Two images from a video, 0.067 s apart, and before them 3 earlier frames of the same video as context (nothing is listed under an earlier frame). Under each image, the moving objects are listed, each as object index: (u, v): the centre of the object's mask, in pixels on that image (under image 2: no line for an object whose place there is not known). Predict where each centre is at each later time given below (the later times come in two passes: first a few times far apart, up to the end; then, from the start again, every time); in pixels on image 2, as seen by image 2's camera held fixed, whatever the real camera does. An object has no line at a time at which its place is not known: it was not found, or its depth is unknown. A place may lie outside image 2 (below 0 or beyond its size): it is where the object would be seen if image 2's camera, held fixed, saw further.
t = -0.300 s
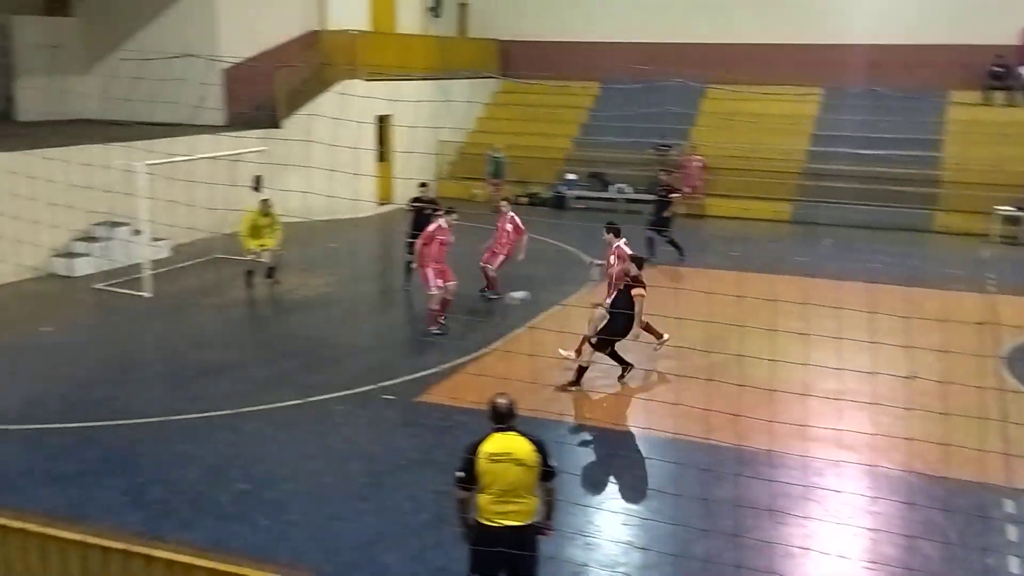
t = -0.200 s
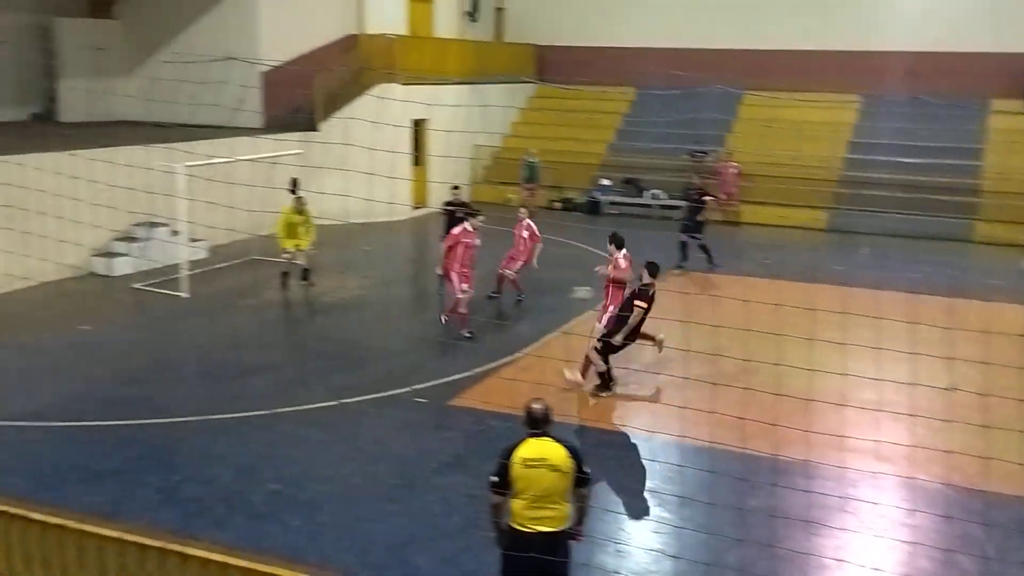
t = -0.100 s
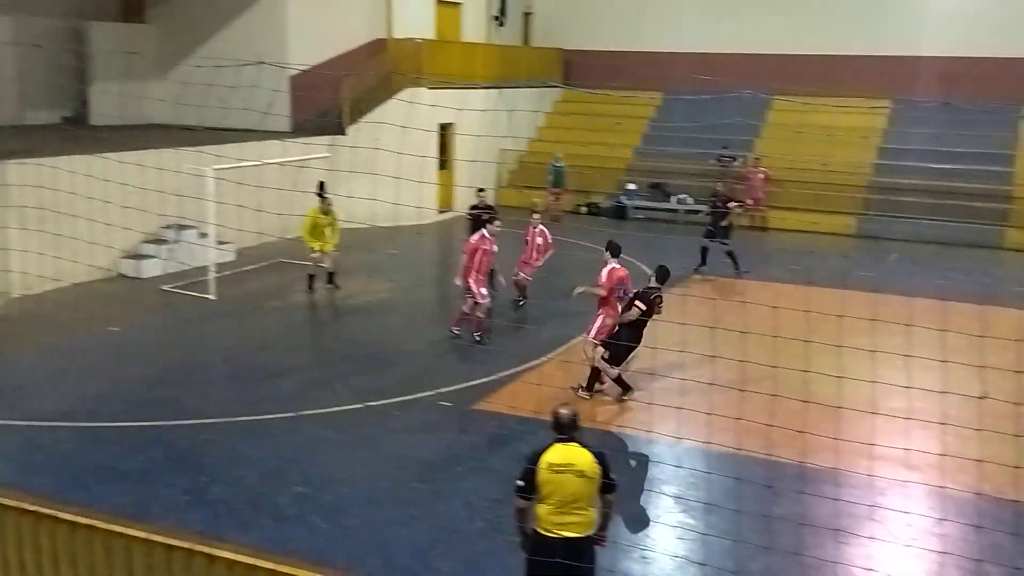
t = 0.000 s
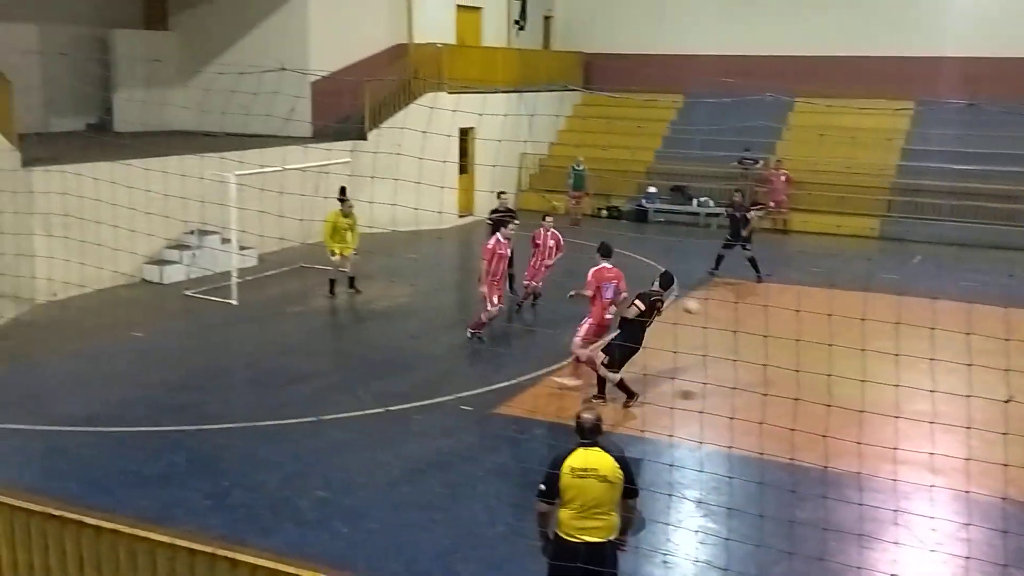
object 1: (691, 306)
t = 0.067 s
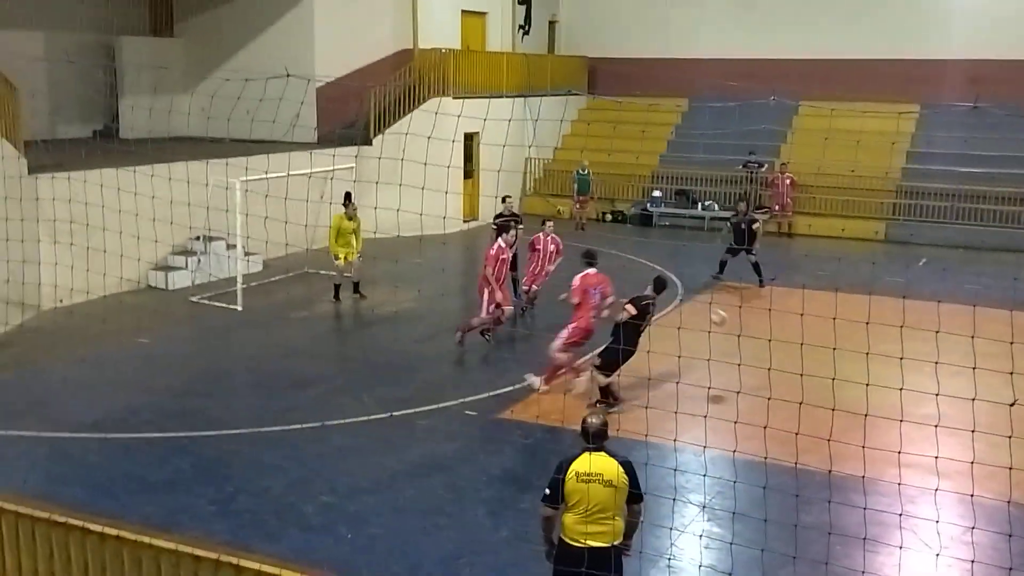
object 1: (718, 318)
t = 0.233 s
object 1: (771, 353)
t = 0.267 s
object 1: (781, 363)
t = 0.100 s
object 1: (729, 324)
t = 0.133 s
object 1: (738, 330)
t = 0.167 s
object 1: (749, 335)
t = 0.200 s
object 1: (762, 343)
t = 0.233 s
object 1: (771, 353)
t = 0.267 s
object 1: (781, 363)
